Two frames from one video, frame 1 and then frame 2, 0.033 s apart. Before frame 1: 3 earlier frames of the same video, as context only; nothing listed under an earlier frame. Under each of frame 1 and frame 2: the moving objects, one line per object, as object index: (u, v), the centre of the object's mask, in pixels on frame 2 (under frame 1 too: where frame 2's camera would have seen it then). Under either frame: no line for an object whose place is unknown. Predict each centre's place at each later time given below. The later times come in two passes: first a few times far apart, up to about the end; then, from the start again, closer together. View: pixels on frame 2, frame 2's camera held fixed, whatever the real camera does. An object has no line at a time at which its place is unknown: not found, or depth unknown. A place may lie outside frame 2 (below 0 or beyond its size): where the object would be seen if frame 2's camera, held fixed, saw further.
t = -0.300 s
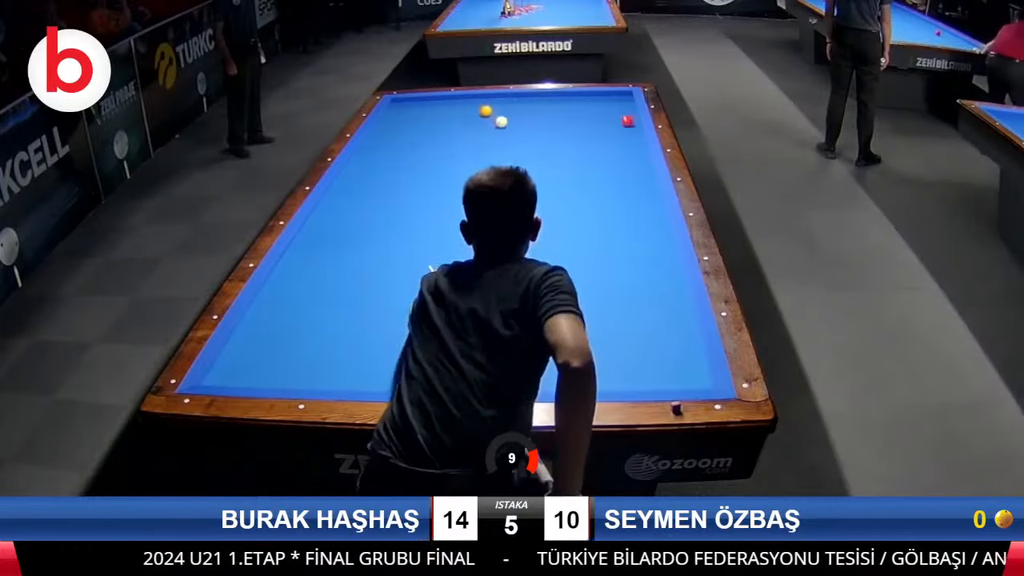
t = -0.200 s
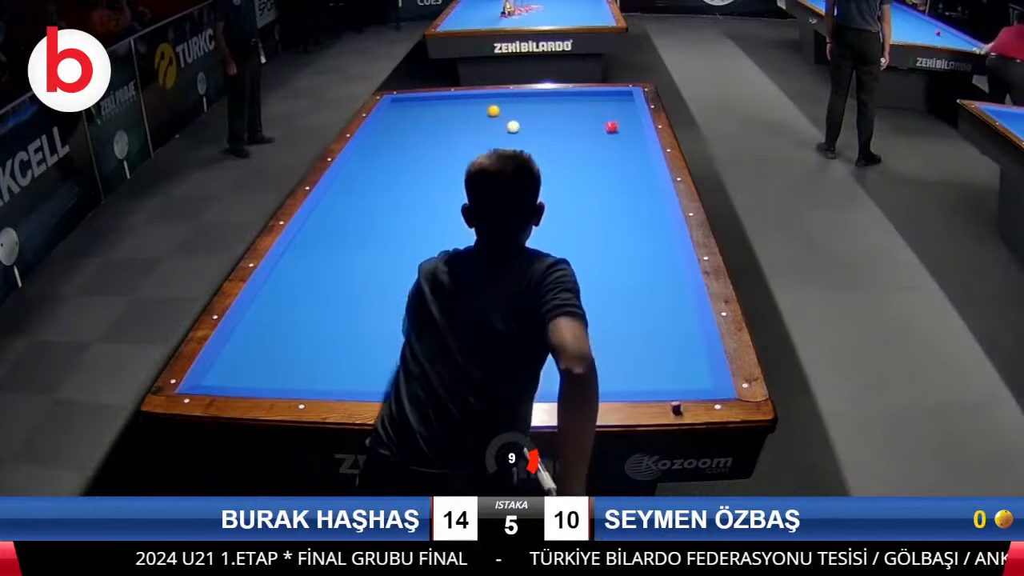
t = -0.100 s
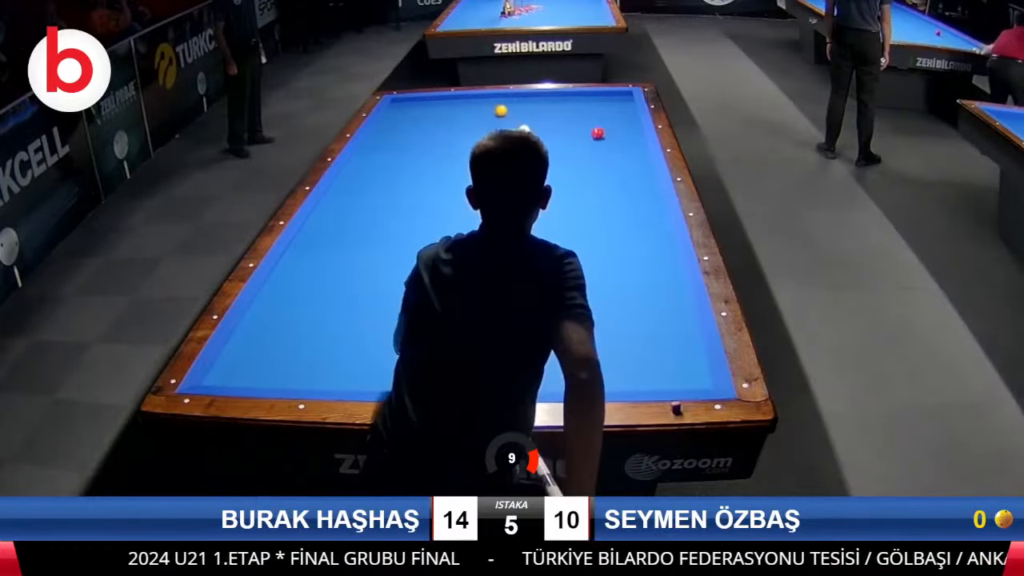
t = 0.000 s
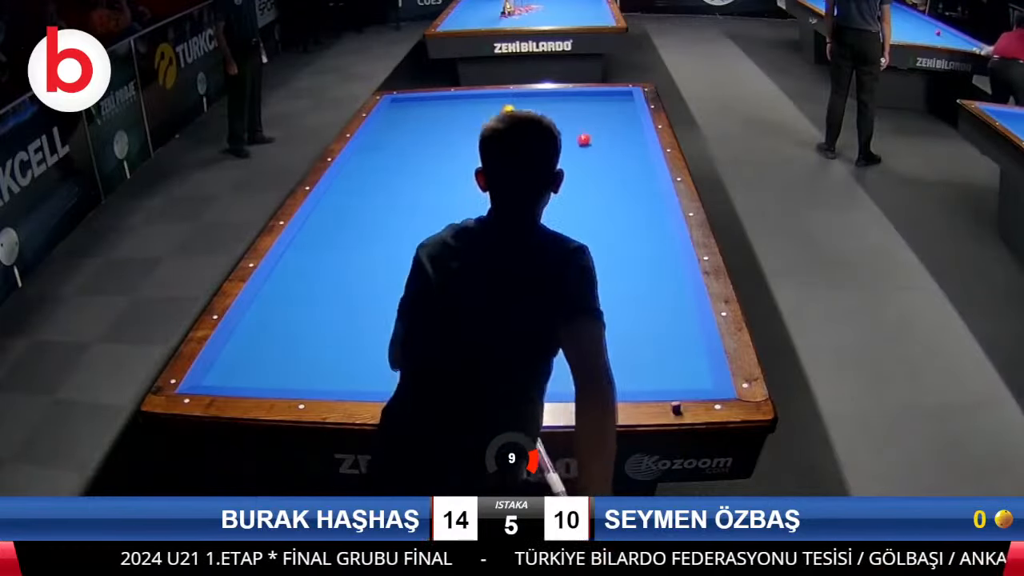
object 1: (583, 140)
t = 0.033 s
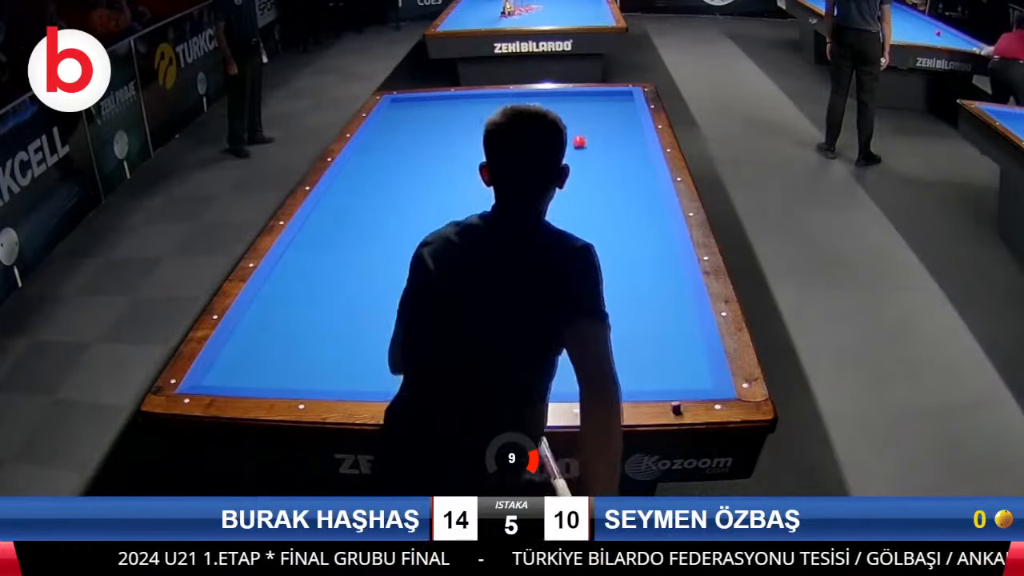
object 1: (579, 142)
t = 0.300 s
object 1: (537, 162)
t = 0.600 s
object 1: (487, 187)
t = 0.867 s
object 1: (436, 213)
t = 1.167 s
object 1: (372, 245)
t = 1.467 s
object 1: (301, 282)
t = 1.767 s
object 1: (260, 319)
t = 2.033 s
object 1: (267, 350)
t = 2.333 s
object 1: (277, 380)
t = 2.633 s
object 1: (300, 361)
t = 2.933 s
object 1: (321, 342)
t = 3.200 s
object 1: (338, 327)
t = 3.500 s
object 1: (356, 312)
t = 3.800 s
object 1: (372, 298)
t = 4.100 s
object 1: (388, 285)
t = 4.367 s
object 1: (401, 274)
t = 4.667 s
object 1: (414, 264)
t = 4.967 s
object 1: (426, 254)
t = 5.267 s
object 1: (438, 245)
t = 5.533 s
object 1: (447, 238)
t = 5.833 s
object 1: (457, 230)
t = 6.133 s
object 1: (466, 223)
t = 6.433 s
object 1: (474, 217)
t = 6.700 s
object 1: (481, 212)
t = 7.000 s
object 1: (488, 207)
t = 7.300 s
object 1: (494, 202)
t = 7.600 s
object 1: (500, 198)
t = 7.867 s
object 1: (505, 194)
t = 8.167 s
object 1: (510, 191)
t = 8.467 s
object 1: (514, 188)
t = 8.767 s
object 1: (518, 185)
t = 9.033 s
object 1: (521, 183)
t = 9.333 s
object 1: (524, 181)
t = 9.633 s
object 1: (527, 179)
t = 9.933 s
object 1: (529, 178)
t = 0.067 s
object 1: (576, 145)
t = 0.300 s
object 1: (537, 162)
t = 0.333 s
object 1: (533, 164)
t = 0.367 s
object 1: (528, 167)
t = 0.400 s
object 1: (522, 169)
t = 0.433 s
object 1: (516, 172)
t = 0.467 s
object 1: (511, 175)
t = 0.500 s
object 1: (505, 178)
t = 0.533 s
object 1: (499, 181)
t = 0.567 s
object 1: (493, 184)
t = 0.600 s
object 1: (487, 187)
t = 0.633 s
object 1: (481, 190)
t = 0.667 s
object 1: (475, 193)
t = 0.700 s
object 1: (468, 196)
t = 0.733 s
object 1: (462, 199)
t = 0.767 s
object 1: (456, 202)
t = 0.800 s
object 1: (449, 205)
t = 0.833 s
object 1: (443, 208)
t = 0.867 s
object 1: (436, 213)
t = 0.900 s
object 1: (429, 216)
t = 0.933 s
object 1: (422, 219)
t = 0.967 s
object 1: (415, 223)
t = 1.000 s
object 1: (408, 226)
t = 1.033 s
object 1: (401, 230)
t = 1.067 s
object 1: (394, 233)
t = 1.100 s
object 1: (386, 238)
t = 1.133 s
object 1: (379, 241)
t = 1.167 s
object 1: (372, 245)
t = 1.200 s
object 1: (364, 249)
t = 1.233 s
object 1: (356, 253)
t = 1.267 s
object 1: (349, 257)
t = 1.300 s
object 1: (341, 261)
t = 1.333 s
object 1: (333, 265)
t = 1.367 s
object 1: (325, 269)
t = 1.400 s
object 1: (317, 274)
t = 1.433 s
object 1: (309, 278)
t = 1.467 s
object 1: (301, 282)
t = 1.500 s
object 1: (293, 287)
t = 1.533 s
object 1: (284, 291)
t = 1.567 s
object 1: (276, 296)
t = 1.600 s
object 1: (267, 301)
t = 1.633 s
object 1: (259, 305)
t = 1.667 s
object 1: (254, 309)
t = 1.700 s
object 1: (257, 312)
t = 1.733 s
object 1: (259, 315)
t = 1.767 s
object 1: (260, 319)
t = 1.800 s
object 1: (261, 323)
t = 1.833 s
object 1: (262, 326)
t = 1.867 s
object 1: (263, 330)
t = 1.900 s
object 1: (264, 334)
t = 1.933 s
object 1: (265, 338)
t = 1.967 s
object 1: (265, 342)
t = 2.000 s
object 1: (266, 346)
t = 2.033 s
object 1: (267, 350)
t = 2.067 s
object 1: (268, 354)
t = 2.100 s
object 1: (269, 358)
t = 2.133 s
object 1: (270, 362)
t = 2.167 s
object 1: (270, 366)
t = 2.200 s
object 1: (271, 371)
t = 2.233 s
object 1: (272, 375)
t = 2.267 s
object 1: (273, 378)
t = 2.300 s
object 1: (275, 381)
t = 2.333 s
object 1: (277, 380)
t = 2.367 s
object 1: (280, 378)
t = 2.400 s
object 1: (282, 376)
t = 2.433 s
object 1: (285, 374)
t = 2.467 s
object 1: (287, 372)
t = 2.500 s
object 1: (290, 370)
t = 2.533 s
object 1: (293, 367)
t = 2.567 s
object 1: (295, 365)
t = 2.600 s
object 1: (297, 363)
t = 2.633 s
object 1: (300, 361)
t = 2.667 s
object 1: (302, 359)
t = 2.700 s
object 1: (305, 357)
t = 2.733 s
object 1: (307, 354)
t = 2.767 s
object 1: (309, 352)
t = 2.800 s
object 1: (312, 350)
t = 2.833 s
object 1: (314, 348)
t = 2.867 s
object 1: (316, 346)
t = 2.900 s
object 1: (318, 344)
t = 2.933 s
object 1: (321, 342)
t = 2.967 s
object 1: (323, 340)
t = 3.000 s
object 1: (325, 338)
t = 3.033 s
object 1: (327, 337)
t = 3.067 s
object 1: (329, 335)
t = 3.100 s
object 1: (331, 333)
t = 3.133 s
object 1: (334, 331)
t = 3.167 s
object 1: (336, 329)
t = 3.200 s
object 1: (338, 327)
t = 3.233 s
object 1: (340, 325)
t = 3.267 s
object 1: (342, 324)
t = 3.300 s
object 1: (344, 322)
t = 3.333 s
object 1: (346, 320)
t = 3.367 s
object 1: (348, 319)
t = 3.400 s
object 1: (350, 317)
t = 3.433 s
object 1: (352, 315)
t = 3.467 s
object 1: (354, 313)
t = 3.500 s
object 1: (356, 312)
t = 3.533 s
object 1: (358, 310)
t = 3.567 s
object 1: (360, 308)
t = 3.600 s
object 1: (361, 307)
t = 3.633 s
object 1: (363, 306)
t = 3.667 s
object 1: (365, 304)
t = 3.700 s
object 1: (367, 302)
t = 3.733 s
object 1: (369, 301)
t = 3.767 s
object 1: (371, 299)
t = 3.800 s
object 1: (372, 298)
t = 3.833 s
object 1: (374, 297)
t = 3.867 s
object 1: (376, 295)
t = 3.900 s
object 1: (378, 293)
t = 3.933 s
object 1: (379, 292)
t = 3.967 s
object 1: (381, 291)
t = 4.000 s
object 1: (383, 289)
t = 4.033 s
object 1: (384, 288)
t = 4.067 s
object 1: (386, 286)
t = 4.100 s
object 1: (388, 285)
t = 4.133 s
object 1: (389, 284)
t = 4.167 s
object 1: (391, 282)
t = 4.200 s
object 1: (393, 281)
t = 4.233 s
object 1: (394, 279)
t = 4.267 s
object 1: (396, 278)
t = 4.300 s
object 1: (397, 277)
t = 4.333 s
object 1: (399, 276)
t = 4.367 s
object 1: (401, 274)
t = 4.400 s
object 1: (402, 273)
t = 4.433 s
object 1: (404, 272)
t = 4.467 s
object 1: (405, 271)
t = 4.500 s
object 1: (407, 270)
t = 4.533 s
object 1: (408, 268)
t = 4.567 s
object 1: (409, 267)
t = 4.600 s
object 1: (411, 266)
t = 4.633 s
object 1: (412, 265)
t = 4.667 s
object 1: (414, 264)
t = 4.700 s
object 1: (415, 263)
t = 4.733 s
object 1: (417, 262)
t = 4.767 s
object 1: (418, 261)
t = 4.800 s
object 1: (419, 259)
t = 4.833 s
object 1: (421, 258)
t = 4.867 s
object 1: (422, 257)
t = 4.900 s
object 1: (423, 256)
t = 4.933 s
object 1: (425, 255)
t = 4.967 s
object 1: (426, 254)
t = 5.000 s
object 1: (427, 253)
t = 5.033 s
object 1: (429, 252)
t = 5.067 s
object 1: (430, 251)
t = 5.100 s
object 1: (432, 250)
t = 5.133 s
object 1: (433, 249)
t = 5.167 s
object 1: (434, 248)
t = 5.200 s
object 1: (435, 247)
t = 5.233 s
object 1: (436, 246)
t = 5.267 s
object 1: (438, 245)
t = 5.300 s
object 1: (439, 244)
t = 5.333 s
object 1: (440, 243)
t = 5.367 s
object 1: (441, 242)
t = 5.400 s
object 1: (442, 241)
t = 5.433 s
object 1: (444, 240)
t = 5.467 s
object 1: (445, 240)
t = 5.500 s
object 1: (446, 239)
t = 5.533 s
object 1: (447, 238)
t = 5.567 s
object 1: (448, 237)
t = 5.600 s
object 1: (449, 236)
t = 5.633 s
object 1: (451, 235)
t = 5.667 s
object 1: (452, 234)
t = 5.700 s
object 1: (453, 233)
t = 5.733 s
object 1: (454, 233)
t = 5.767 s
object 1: (455, 232)
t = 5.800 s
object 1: (456, 231)
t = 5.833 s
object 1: (457, 230)
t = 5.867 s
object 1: (458, 229)
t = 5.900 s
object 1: (459, 229)
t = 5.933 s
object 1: (460, 228)
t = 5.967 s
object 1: (461, 227)
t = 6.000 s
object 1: (462, 226)
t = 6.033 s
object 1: (463, 226)
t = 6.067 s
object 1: (464, 225)
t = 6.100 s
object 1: (465, 224)
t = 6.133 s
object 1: (466, 223)
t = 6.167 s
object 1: (467, 223)
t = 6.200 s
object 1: (468, 222)
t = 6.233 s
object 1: (469, 221)
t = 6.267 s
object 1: (470, 221)
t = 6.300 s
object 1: (471, 220)
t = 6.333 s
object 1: (471, 219)
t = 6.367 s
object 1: (472, 219)
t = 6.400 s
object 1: (473, 218)
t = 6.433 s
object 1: (474, 217)
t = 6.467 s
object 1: (475, 216)
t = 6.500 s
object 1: (476, 216)
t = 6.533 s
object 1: (477, 215)
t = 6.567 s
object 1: (477, 214)
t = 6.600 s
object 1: (478, 214)
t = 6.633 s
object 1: (479, 213)
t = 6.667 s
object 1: (480, 213)
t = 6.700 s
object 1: (481, 212)
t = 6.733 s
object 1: (481, 211)
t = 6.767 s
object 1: (482, 211)
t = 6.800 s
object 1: (483, 210)
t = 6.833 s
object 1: (484, 209)
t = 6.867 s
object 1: (485, 209)
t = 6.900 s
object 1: (485, 208)
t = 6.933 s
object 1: (486, 208)
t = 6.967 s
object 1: (487, 207)
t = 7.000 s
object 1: (488, 207)
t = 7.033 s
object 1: (489, 206)
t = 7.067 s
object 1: (489, 206)
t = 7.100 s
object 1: (490, 205)
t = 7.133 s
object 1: (490, 205)
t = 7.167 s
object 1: (491, 204)
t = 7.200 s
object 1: (492, 203)
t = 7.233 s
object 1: (493, 203)
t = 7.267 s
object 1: (493, 202)
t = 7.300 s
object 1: (494, 202)
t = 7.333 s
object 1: (495, 201)
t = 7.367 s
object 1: (495, 201)
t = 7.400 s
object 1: (496, 201)
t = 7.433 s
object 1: (497, 200)
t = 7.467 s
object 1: (497, 200)
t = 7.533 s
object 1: (499, 199)
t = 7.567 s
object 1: (499, 198)
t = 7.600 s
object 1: (500, 198)
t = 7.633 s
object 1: (501, 197)
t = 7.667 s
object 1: (501, 197)
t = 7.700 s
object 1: (502, 196)
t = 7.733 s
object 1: (503, 196)
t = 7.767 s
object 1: (503, 196)
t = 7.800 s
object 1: (504, 195)
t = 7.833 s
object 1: (504, 195)
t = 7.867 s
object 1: (505, 194)
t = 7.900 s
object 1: (506, 194)
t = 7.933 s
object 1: (506, 194)
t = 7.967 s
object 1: (507, 193)
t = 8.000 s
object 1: (507, 193)
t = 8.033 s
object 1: (508, 192)
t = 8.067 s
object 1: (508, 192)
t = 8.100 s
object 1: (509, 192)
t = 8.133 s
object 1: (509, 191)
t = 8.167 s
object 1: (510, 191)
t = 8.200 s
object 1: (510, 190)
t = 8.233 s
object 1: (511, 190)
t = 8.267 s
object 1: (511, 190)
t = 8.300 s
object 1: (512, 190)
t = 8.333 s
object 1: (512, 189)
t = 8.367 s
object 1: (513, 189)
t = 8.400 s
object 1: (513, 189)
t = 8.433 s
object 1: (514, 188)
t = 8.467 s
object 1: (514, 188)
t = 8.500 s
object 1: (515, 187)
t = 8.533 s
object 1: (515, 187)
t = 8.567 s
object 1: (516, 187)
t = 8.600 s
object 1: (516, 186)
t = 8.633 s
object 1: (517, 186)
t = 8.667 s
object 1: (517, 186)
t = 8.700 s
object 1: (518, 186)
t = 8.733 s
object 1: (518, 186)
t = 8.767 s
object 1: (518, 185)
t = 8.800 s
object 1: (519, 185)
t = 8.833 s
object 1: (519, 185)
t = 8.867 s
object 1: (520, 184)
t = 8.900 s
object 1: (520, 184)
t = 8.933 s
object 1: (520, 184)
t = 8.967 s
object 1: (521, 184)
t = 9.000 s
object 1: (521, 183)
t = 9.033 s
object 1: (521, 183)
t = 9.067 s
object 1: (522, 183)
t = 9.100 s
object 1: (522, 183)
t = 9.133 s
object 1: (522, 182)
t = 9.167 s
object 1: (522, 182)
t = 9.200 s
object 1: (523, 182)
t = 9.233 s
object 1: (523, 182)
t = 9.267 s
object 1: (524, 182)
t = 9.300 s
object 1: (524, 181)
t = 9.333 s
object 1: (524, 181)
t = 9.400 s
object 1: (525, 181)
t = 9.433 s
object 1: (525, 181)
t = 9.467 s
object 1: (526, 180)
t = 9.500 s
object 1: (526, 180)
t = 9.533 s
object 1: (526, 180)
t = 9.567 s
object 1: (527, 180)
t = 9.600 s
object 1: (527, 179)
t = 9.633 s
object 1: (527, 179)
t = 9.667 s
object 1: (527, 179)
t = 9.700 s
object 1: (528, 179)
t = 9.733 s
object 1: (528, 179)
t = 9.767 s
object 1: (528, 179)
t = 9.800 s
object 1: (528, 178)
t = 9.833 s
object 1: (529, 178)
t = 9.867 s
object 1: (529, 178)
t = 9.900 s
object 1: (529, 178)
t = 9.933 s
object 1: (529, 178)
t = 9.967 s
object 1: (530, 178)
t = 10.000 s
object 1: (530, 177)
